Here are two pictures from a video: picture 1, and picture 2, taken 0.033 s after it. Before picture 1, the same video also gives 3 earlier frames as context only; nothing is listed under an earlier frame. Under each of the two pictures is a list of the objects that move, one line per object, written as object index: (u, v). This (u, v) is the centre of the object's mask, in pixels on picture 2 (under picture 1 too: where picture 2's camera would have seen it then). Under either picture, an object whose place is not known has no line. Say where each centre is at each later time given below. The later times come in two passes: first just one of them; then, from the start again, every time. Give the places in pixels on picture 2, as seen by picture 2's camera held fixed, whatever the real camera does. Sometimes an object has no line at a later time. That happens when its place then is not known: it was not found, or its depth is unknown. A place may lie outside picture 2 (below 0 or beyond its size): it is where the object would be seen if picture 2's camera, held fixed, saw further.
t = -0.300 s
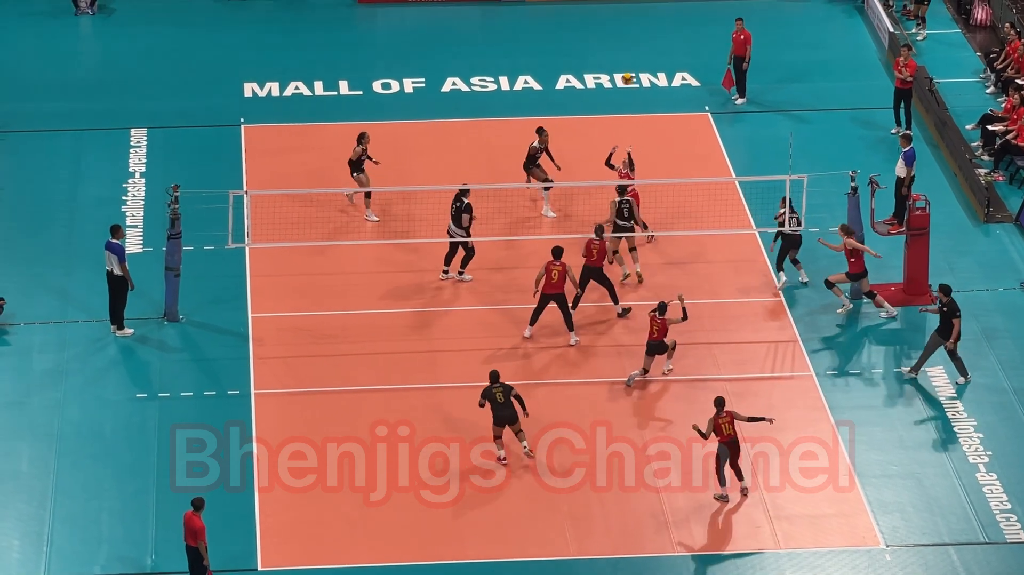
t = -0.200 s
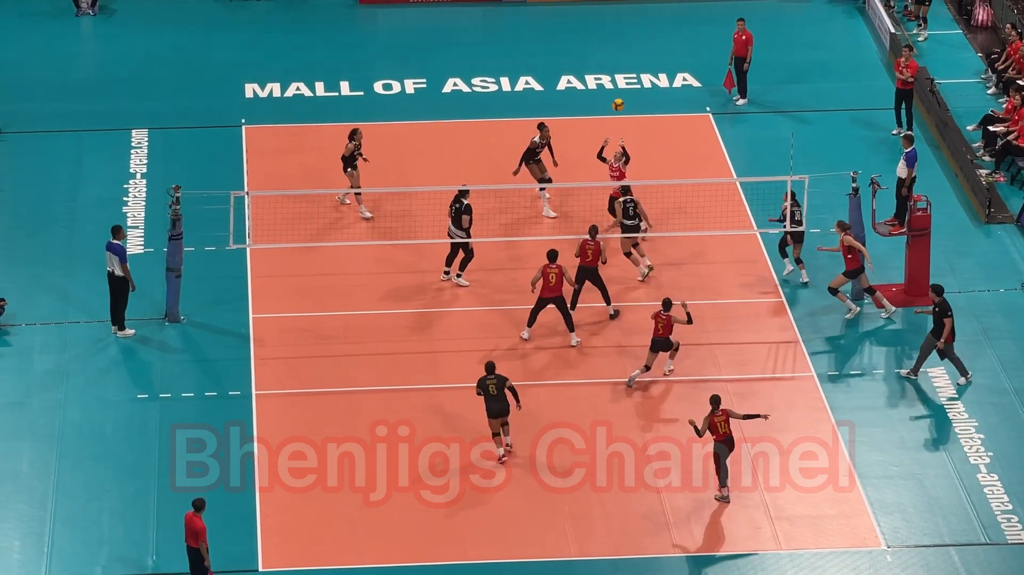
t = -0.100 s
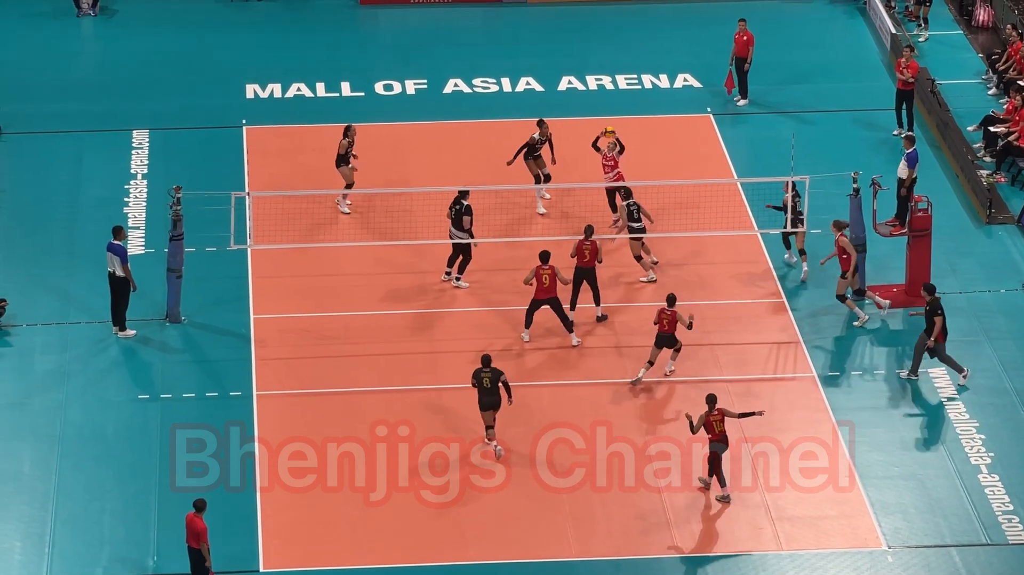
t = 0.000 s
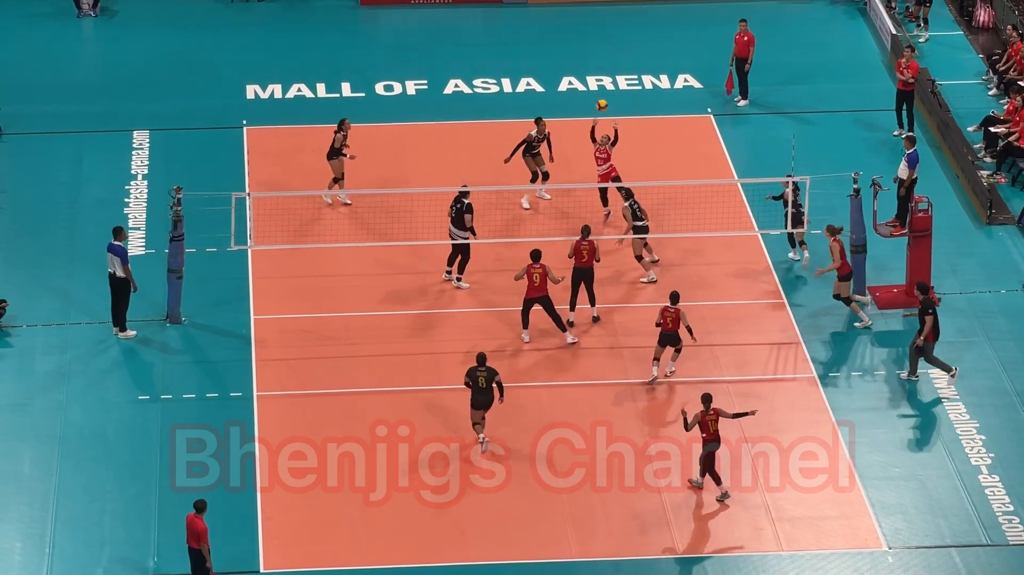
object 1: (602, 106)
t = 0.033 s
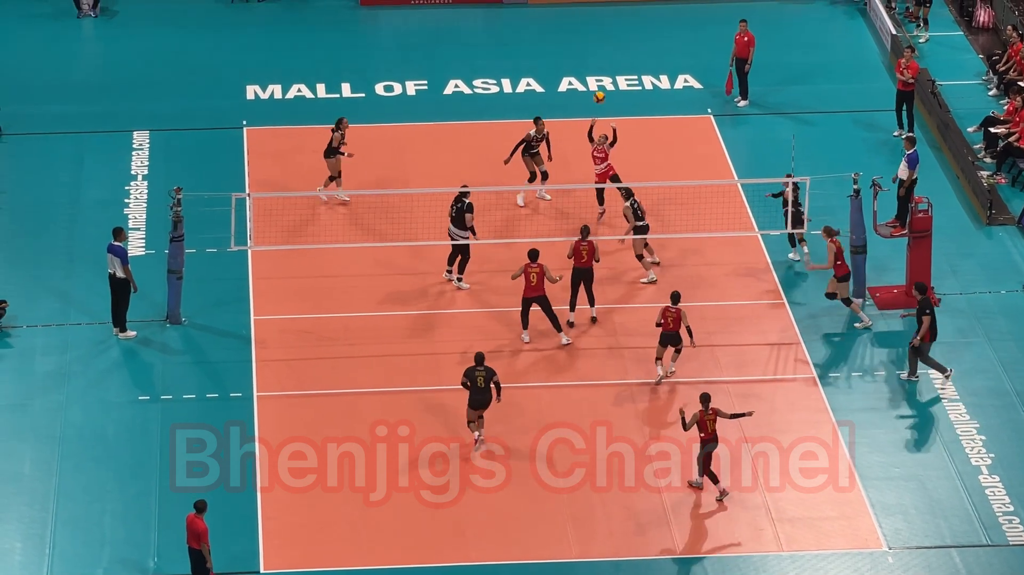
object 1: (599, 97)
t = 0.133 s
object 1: (591, 75)
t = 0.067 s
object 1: (597, 90)
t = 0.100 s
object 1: (594, 82)
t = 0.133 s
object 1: (591, 75)
